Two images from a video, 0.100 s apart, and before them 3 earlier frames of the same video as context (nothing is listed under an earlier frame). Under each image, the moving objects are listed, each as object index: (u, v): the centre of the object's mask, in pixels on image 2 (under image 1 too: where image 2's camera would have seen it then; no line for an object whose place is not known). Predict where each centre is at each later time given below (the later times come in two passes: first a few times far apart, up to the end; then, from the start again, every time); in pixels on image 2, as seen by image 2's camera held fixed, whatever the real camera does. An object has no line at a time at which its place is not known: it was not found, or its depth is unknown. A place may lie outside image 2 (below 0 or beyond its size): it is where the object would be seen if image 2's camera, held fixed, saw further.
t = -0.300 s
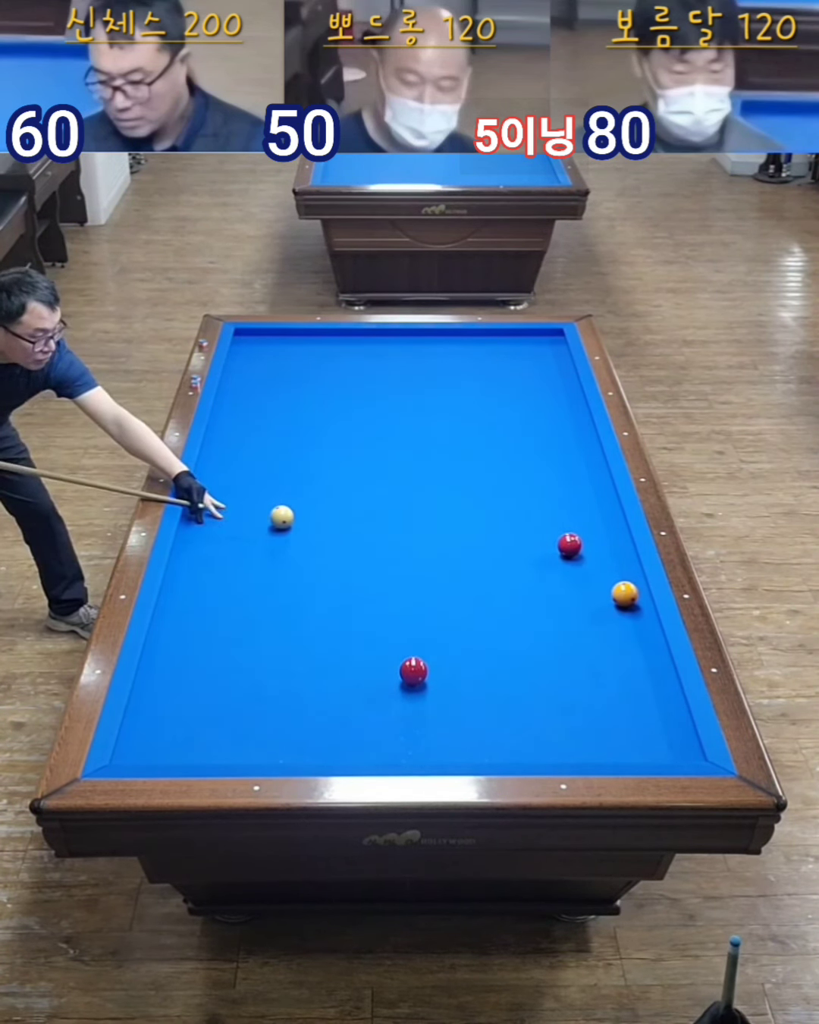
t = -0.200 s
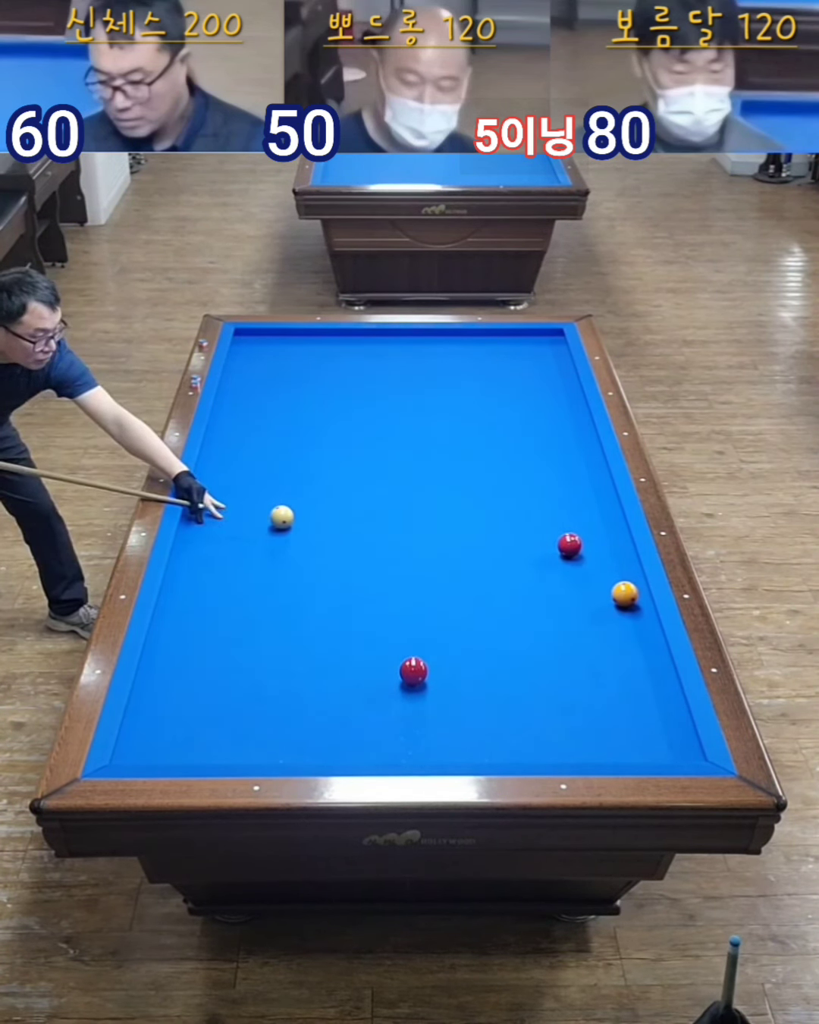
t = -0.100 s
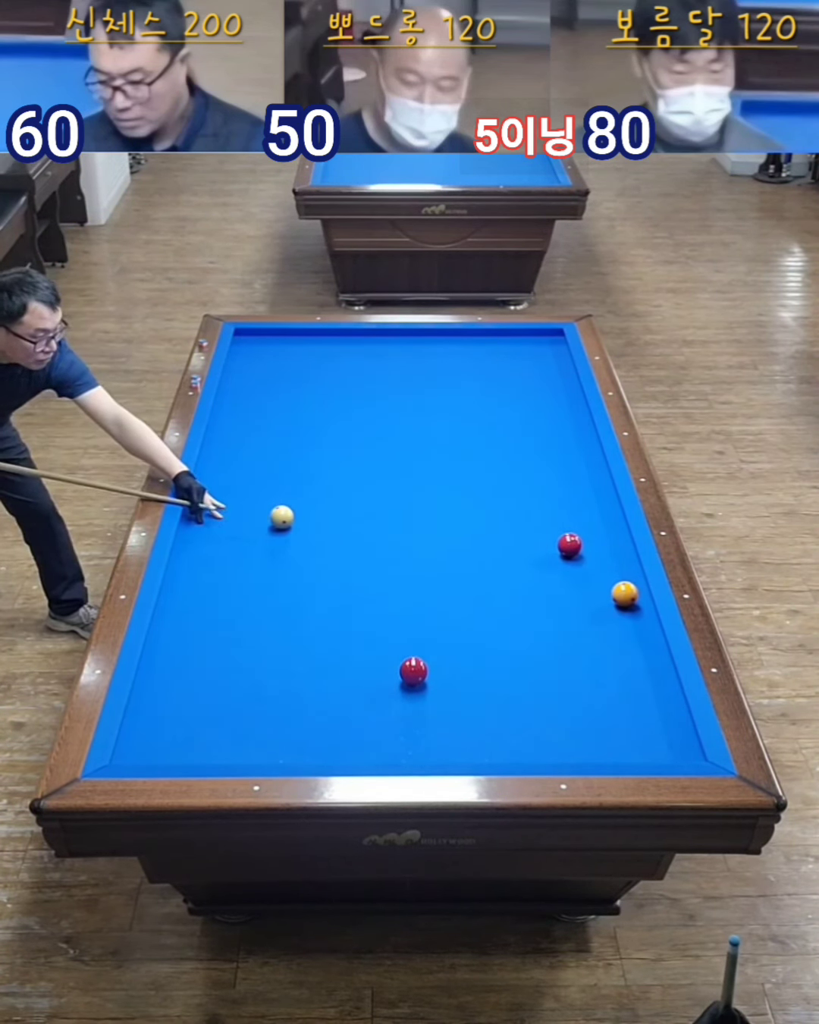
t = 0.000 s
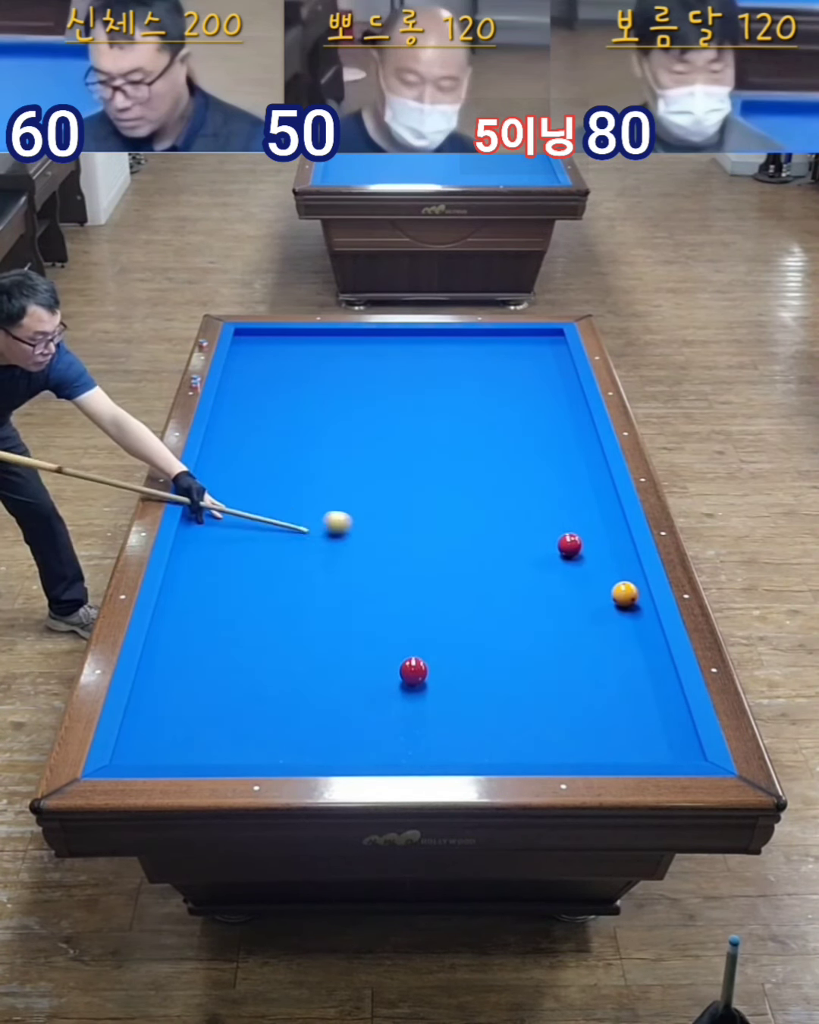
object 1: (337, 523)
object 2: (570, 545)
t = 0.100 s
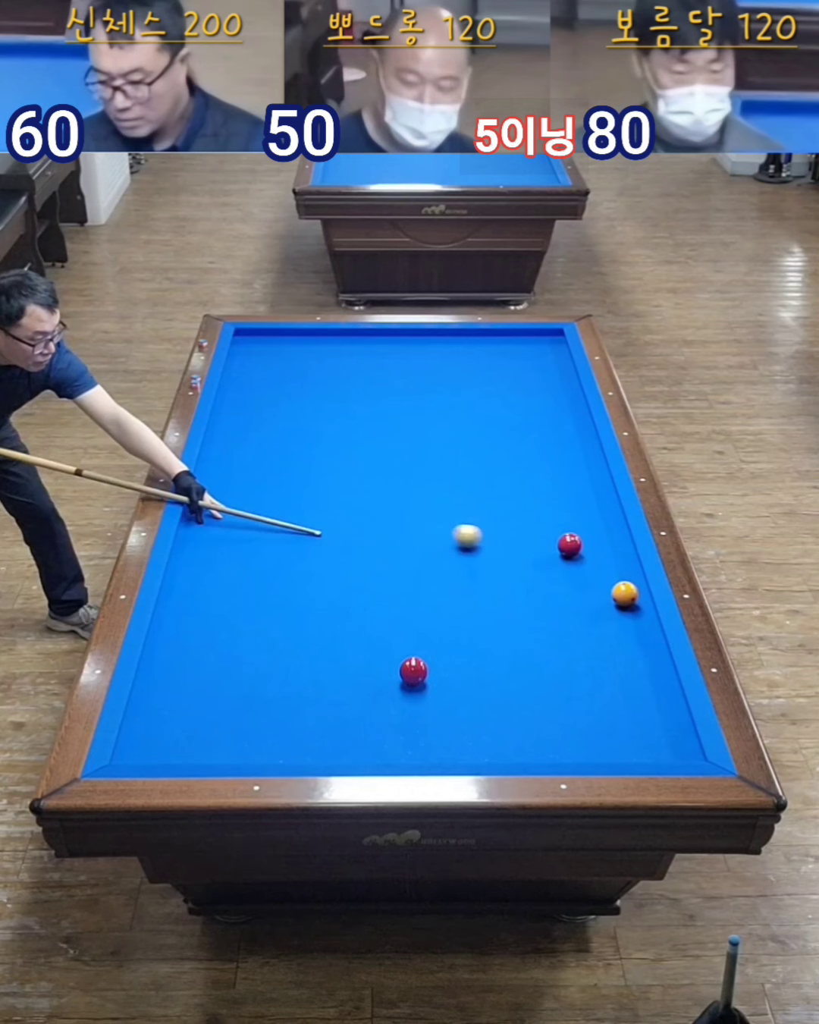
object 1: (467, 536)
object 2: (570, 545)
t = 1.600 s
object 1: (448, 727)
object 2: (451, 524)
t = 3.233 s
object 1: (218, 677)
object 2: (441, 517)
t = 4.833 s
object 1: (225, 596)
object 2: (232, 514)
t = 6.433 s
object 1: (300, 538)
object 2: (264, 510)
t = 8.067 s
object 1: (352, 501)
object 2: (322, 506)
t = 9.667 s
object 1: (383, 484)
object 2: (343, 505)
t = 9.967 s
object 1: (386, 482)
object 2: (344, 505)
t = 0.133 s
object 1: (510, 541)
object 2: (570, 545)
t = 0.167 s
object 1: (546, 546)
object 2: (577, 545)
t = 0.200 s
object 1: (548, 552)
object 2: (617, 544)
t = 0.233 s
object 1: (549, 556)
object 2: (608, 543)
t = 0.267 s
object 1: (549, 561)
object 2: (581, 542)
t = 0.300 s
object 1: (549, 565)
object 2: (556, 542)
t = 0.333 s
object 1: (548, 569)
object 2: (531, 541)
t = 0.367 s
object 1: (546, 573)
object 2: (507, 541)
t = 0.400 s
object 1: (544, 577)
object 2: (484, 540)
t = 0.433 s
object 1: (542, 581)
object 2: (462, 540)
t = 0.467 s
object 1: (540, 585)
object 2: (440, 539)
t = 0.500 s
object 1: (537, 589)
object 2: (419, 539)
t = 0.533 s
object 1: (535, 592)
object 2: (399, 538)
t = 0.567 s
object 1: (532, 596)
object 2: (378, 537)
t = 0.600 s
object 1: (530, 600)
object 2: (357, 537)
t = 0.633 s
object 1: (528, 604)
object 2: (336, 536)
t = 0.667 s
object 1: (525, 608)
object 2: (316, 535)
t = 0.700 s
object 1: (522, 611)
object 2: (296, 534)
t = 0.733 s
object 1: (520, 615)
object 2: (275, 534)
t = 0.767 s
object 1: (518, 619)
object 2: (255, 533)
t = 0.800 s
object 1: (515, 623)
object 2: (234, 533)
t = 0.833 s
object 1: (512, 627)
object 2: (214, 532)
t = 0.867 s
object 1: (510, 631)
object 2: (194, 531)
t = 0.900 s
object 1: (507, 635)
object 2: (198, 531)
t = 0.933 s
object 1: (505, 639)
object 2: (214, 530)
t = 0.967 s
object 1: (502, 643)
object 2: (230, 530)
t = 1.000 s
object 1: (499, 648)
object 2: (246, 530)
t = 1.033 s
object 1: (497, 652)
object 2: (260, 529)
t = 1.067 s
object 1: (494, 656)
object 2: (274, 529)
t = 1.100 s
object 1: (491, 660)
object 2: (287, 529)
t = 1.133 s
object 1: (489, 664)
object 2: (299, 528)
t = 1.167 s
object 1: (486, 669)
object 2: (310, 528)
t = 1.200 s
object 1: (483, 673)
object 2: (321, 528)
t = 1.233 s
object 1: (481, 677)
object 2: (332, 527)
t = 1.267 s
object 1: (478, 682)
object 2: (343, 527)
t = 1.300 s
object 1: (475, 686)
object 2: (354, 527)
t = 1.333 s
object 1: (472, 690)
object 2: (365, 527)
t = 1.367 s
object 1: (469, 695)
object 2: (376, 526)
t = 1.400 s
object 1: (466, 699)
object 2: (387, 526)
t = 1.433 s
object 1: (463, 704)
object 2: (397, 526)
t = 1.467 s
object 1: (460, 709)
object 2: (408, 525)
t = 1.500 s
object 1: (457, 713)
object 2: (419, 525)
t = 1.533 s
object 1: (454, 717)
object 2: (430, 525)
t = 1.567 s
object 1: (452, 722)
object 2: (440, 525)
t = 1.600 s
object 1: (448, 727)
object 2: (451, 524)
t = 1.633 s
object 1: (445, 731)
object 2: (462, 524)
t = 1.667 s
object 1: (442, 736)
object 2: (472, 523)
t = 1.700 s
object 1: (439, 741)
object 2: (483, 523)
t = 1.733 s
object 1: (436, 746)
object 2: (493, 522)
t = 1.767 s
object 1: (433, 749)
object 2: (504, 522)
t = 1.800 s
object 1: (430, 752)
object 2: (514, 522)
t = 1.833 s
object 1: (424, 750)
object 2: (525, 522)
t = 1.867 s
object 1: (418, 748)
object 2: (535, 521)
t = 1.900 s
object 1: (413, 746)
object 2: (546, 521)
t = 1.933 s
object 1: (407, 745)
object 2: (556, 521)
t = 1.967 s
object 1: (401, 743)
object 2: (566, 520)
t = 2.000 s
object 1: (396, 741)
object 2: (576, 520)
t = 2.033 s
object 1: (390, 739)
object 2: (587, 520)
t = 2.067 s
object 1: (385, 737)
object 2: (597, 519)
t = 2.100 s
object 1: (379, 735)
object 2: (607, 519)
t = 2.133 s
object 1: (374, 733)
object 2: (615, 519)
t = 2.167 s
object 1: (369, 731)
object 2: (607, 519)
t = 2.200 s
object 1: (363, 729)
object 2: (600, 519)
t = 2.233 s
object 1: (358, 727)
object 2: (593, 519)
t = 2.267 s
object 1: (353, 726)
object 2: (587, 519)
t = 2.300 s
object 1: (348, 724)
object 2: (582, 518)
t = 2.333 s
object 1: (342, 722)
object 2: (577, 518)
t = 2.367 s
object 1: (337, 720)
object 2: (572, 518)
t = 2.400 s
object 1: (332, 718)
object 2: (566, 518)
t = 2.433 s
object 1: (327, 717)
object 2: (561, 518)
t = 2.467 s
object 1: (322, 714)
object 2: (556, 518)
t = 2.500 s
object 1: (318, 713)
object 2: (550, 518)
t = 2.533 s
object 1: (313, 711)
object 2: (545, 518)
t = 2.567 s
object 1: (308, 710)
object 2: (540, 518)
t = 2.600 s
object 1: (303, 708)
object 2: (535, 518)
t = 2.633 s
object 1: (298, 706)
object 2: (530, 518)
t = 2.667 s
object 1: (294, 704)
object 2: (525, 518)
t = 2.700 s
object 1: (289, 703)
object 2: (520, 518)
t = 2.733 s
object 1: (284, 701)
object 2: (515, 518)
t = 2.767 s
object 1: (279, 700)
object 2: (510, 518)
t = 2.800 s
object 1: (275, 698)
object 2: (505, 518)
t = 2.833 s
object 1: (270, 696)
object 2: (499, 518)
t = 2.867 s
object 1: (266, 694)
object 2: (494, 518)
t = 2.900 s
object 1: (261, 693)
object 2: (489, 518)
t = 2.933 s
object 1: (257, 691)
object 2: (485, 517)
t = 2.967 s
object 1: (252, 690)
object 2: (480, 518)
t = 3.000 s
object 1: (248, 688)
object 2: (475, 518)
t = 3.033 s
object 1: (244, 686)
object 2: (470, 517)
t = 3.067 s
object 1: (239, 685)
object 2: (465, 518)
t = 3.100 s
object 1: (235, 683)
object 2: (460, 517)
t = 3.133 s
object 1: (230, 682)
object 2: (455, 518)
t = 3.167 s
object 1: (226, 680)
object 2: (450, 517)
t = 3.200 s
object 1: (222, 679)
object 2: (445, 517)
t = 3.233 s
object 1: (218, 677)
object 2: (441, 517)
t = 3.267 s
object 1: (214, 676)
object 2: (436, 517)
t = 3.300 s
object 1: (210, 674)
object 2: (431, 517)
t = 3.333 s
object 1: (206, 673)
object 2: (426, 517)
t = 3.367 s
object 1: (202, 671)
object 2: (422, 517)
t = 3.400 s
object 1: (198, 669)
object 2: (417, 517)
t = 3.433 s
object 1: (194, 668)
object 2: (412, 517)
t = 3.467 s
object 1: (190, 667)
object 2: (408, 517)
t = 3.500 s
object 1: (186, 665)
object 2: (403, 517)
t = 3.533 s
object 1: (182, 664)
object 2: (398, 517)
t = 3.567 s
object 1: (178, 662)
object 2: (394, 517)
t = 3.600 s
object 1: (174, 661)
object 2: (389, 517)
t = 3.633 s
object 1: (170, 660)
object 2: (385, 517)
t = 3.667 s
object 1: (166, 659)
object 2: (380, 516)
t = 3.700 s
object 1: (163, 657)
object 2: (376, 517)
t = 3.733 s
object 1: (159, 656)
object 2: (371, 517)
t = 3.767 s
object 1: (156, 654)
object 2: (367, 517)
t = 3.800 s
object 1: (159, 652)
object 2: (362, 517)
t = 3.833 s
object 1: (161, 650)
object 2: (357, 516)
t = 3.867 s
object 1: (164, 648)
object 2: (353, 516)
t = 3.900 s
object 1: (166, 646)
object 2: (349, 516)
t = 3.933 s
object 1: (169, 644)
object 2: (344, 516)
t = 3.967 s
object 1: (171, 642)
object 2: (340, 516)
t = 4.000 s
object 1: (173, 640)
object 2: (335, 516)
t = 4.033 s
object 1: (175, 638)
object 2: (331, 516)
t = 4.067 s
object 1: (178, 636)
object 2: (327, 516)
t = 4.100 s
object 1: (180, 634)
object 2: (322, 516)
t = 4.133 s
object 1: (182, 632)
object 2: (318, 516)
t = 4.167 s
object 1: (185, 630)
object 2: (314, 516)
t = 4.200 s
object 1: (187, 628)
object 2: (310, 516)
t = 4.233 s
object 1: (189, 627)
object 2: (305, 516)
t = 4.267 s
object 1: (191, 625)
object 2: (301, 516)
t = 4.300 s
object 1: (193, 623)
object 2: (297, 516)
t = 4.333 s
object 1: (195, 621)
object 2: (293, 516)
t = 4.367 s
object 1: (197, 619)
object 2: (288, 516)
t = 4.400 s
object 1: (199, 618)
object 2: (284, 516)
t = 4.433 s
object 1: (201, 616)
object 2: (280, 516)
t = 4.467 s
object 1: (203, 614)
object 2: (276, 516)
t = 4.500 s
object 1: (205, 612)
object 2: (272, 515)
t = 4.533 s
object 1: (208, 611)
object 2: (268, 516)
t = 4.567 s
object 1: (210, 609)
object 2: (263, 515)
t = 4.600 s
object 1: (211, 608)
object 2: (260, 515)
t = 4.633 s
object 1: (214, 606)
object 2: (256, 515)
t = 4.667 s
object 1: (215, 604)
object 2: (251, 515)
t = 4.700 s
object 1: (217, 603)
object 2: (248, 515)
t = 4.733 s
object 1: (219, 601)
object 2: (244, 515)
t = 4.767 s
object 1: (222, 599)
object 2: (240, 515)
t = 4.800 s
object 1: (223, 598)
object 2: (236, 514)
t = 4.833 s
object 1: (225, 596)
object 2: (232, 514)
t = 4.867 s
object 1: (227, 595)
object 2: (228, 514)
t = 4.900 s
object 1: (229, 593)
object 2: (224, 514)
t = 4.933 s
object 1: (231, 592)
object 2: (220, 514)
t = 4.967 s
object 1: (233, 590)
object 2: (216, 514)
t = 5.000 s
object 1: (235, 589)
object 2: (212, 514)
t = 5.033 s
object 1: (236, 588)
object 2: (209, 514)
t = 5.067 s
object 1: (238, 586)
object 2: (204, 514)
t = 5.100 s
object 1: (240, 585)
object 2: (201, 514)
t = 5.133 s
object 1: (241, 583)
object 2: (197, 514)
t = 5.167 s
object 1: (243, 582)
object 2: (193, 514)
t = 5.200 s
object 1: (245, 580)
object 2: (196, 514)
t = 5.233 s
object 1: (247, 579)
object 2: (198, 514)
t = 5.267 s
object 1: (249, 578)
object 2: (200, 513)
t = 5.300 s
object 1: (250, 576)
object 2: (202, 513)
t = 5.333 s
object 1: (252, 575)
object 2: (204, 513)
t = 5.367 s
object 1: (254, 574)
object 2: (207, 513)
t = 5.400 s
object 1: (255, 572)
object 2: (209, 513)
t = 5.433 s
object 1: (257, 571)
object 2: (211, 513)
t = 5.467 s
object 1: (259, 570)
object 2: (213, 513)
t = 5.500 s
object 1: (260, 569)
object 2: (215, 513)
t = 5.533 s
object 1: (262, 567)
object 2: (217, 513)
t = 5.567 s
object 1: (263, 566)
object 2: (219, 513)
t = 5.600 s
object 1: (265, 565)
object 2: (221, 513)
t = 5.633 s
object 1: (267, 564)
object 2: (223, 512)
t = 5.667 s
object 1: (268, 562)
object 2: (224, 512)
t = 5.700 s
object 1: (269, 561)
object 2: (226, 512)
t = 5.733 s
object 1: (271, 560)
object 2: (228, 512)
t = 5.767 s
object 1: (272, 559)
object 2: (230, 512)
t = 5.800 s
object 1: (274, 558)
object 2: (232, 512)
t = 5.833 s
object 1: (275, 557)
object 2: (234, 512)
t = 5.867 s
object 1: (277, 555)
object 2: (236, 512)
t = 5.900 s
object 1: (279, 554)
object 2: (237, 512)
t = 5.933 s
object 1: (280, 553)
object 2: (239, 512)
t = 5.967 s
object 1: (281, 552)
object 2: (241, 512)
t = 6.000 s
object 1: (283, 551)
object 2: (243, 512)
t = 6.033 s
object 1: (284, 550)
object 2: (245, 512)
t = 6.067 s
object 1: (285, 549)
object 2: (246, 511)
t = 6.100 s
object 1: (287, 548)
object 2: (248, 511)
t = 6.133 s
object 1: (288, 547)
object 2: (250, 511)
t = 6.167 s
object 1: (290, 546)
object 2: (251, 511)
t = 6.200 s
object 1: (291, 544)
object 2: (253, 511)
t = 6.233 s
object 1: (293, 543)
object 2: (255, 511)
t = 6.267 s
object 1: (294, 542)
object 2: (256, 511)
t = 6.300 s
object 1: (295, 541)
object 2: (258, 511)
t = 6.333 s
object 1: (297, 541)
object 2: (260, 511)
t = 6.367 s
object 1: (298, 540)
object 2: (261, 511)
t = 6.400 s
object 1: (299, 539)
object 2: (263, 511)
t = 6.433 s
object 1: (300, 538)
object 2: (264, 510)
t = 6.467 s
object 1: (302, 537)
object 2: (266, 511)
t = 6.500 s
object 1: (303, 536)
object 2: (267, 511)
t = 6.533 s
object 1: (304, 535)
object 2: (269, 511)
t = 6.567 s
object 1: (306, 534)
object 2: (271, 510)
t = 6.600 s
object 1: (307, 533)
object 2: (272, 510)
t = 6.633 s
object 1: (308, 532)
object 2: (273, 510)
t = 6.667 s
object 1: (309, 531)
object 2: (275, 510)
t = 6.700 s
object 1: (310, 530)
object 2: (276, 510)
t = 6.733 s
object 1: (311, 530)
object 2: (278, 510)
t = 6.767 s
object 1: (313, 528)
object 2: (279, 510)
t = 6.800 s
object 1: (314, 528)
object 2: (281, 510)
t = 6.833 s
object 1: (315, 527)
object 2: (282, 510)
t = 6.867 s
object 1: (316, 526)
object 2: (283, 510)
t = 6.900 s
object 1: (317, 525)
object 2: (285, 509)
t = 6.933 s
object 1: (318, 524)
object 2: (286, 509)
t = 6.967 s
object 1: (319, 523)
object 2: (287, 509)
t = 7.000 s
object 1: (321, 522)
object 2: (289, 509)
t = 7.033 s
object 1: (322, 522)
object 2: (290, 509)
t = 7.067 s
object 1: (323, 521)
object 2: (291, 509)
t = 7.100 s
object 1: (324, 520)
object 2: (293, 509)
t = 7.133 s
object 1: (325, 519)
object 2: (294, 509)
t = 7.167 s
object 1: (326, 519)
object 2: (295, 509)
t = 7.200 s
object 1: (327, 518)
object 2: (296, 509)
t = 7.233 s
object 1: (328, 517)
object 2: (297, 509)
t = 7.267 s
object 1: (329, 516)
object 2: (299, 509)
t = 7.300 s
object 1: (330, 516)
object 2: (300, 508)
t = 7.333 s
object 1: (332, 515)
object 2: (301, 508)
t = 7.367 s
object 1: (332, 514)
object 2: (302, 508)
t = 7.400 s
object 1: (333, 513)
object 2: (303, 508)
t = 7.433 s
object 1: (334, 513)
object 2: (304, 508)
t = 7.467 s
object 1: (335, 512)
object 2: (305, 508)
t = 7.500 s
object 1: (336, 511)
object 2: (306, 508)
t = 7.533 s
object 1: (337, 511)
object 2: (307, 508)
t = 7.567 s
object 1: (338, 510)
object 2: (308, 508)
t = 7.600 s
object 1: (339, 509)
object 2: (309, 507)
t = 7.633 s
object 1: (340, 509)
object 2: (310, 507)
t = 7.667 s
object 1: (341, 508)
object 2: (312, 507)
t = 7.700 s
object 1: (342, 508)
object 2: (313, 507)
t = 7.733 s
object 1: (343, 507)
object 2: (314, 507)
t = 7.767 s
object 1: (344, 506)
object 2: (314, 507)
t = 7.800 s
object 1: (345, 506)
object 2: (315, 507)
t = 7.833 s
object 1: (346, 505)
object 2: (316, 507)
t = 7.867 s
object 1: (347, 504)
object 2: (317, 507)
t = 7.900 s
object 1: (347, 504)
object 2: (318, 507)
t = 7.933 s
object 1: (348, 503)
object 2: (319, 507)
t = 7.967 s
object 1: (349, 503)
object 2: (320, 506)
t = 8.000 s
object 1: (350, 502)
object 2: (320, 506)
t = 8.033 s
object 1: (351, 502)
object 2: (321, 506)
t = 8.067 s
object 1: (352, 501)
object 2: (322, 506)
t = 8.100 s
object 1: (352, 501)
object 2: (323, 506)
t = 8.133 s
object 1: (353, 500)
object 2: (324, 506)
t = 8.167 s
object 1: (354, 500)
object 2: (324, 506)
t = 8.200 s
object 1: (355, 499)
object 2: (325, 506)
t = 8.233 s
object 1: (356, 499)
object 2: (326, 506)
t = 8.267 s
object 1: (356, 498)
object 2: (327, 506)
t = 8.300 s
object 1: (357, 498)
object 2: (327, 506)
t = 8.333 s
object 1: (358, 497)
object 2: (328, 506)
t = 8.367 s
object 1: (359, 497)
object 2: (329, 506)
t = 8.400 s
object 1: (359, 496)
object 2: (329, 506)
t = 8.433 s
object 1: (360, 496)
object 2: (330, 506)
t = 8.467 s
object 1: (361, 495)
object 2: (331, 506)
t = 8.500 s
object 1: (362, 495)
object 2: (331, 506)
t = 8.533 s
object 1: (363, 494)
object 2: (332, 506)
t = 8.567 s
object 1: (363, 494)
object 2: (332, 506)
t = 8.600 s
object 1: (364, 494)
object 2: (333, 506)
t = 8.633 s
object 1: (365, 493)
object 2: (333, 506)
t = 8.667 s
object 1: (366, 493)
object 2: (334, 506)
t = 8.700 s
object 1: (366, 492)
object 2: (335, 506)
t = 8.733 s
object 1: (367, 492)
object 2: (335, 506)
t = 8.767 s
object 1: (367, 492)
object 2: (336, 506)
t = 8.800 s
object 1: (368, 492)
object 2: (336, 506)
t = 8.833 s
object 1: (369, 491)
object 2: (336, 505)
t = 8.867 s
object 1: (370, 491)
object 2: (337, 506)
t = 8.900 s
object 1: (370, 490)
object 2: (337, 506)
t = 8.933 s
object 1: (371, 490)
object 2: (338, 506)
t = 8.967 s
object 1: (371, 490)
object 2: (338, 505)
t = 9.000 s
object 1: (372, 489)
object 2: (339, 505)
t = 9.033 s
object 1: (372, 489)
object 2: (339, 505)
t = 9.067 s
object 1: (373, 488)
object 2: (339, 505)
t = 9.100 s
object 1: (374, 488)
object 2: (340, 505)
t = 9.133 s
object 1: (375, 488)
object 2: (340, 505)
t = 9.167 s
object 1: (375, 487)
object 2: (340, 505)
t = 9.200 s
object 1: (375, 487)
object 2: (341, 505)
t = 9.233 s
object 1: (376, 487)
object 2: (341, 505)
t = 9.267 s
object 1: (377, 487)
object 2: (341, 505)
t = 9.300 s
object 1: (377, 487)
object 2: (342, 505)
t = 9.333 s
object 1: (378, 486)
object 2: (342, 505)
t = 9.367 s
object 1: (378, 486)
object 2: (342, 505)
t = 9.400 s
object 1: (379, 486)
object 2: (342, 505)
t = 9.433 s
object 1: (379, 485)
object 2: (342, 505)
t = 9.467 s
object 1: (380, 485)
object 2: (343, 505)
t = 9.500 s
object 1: (380, 485)
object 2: (343, 505)
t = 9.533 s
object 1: (381, 485)
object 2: (343, 505)
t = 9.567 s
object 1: (381, 485)
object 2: (343, 505)
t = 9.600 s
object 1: (382, 484)
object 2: (343, 505)
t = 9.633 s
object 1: (382, 484)
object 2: (343, 505)
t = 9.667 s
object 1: (383, 484)
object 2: (343, 505)
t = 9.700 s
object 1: (383, 484)
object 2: (343, 505)
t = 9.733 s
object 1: (383, 484)
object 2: (343, 505)
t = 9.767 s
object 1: (384, 483)
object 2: (343, 505)
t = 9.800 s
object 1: (384, 483)
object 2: (344, 505)
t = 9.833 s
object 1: (385, 483)
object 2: (344, 505)
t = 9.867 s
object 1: (385, 483)
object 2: (344, 505)
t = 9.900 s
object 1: (385, 483)
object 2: (344, 505)
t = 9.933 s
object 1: (386, 483)
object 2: (344, 505)
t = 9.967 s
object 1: (386, 482)
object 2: (344, 505)
